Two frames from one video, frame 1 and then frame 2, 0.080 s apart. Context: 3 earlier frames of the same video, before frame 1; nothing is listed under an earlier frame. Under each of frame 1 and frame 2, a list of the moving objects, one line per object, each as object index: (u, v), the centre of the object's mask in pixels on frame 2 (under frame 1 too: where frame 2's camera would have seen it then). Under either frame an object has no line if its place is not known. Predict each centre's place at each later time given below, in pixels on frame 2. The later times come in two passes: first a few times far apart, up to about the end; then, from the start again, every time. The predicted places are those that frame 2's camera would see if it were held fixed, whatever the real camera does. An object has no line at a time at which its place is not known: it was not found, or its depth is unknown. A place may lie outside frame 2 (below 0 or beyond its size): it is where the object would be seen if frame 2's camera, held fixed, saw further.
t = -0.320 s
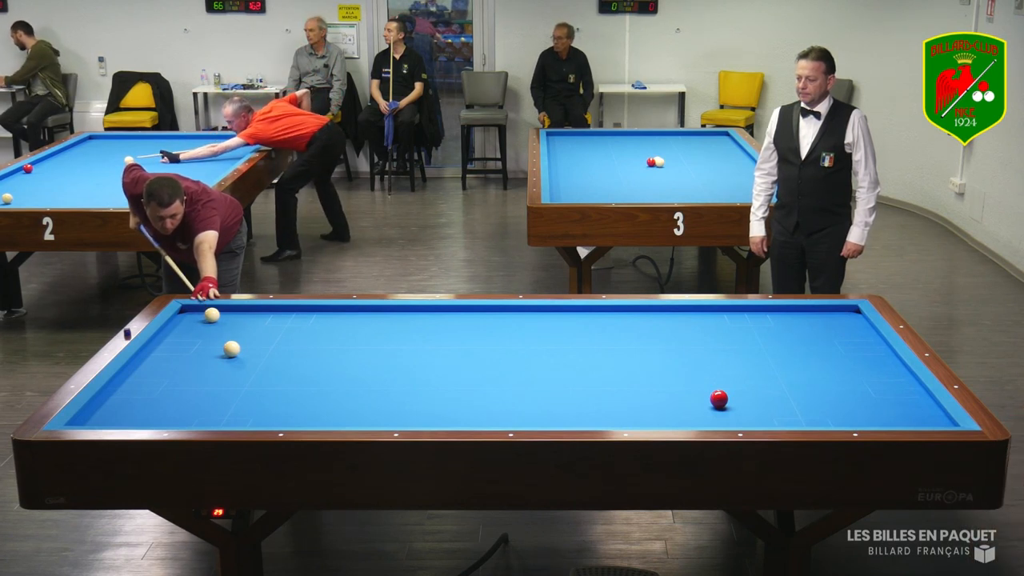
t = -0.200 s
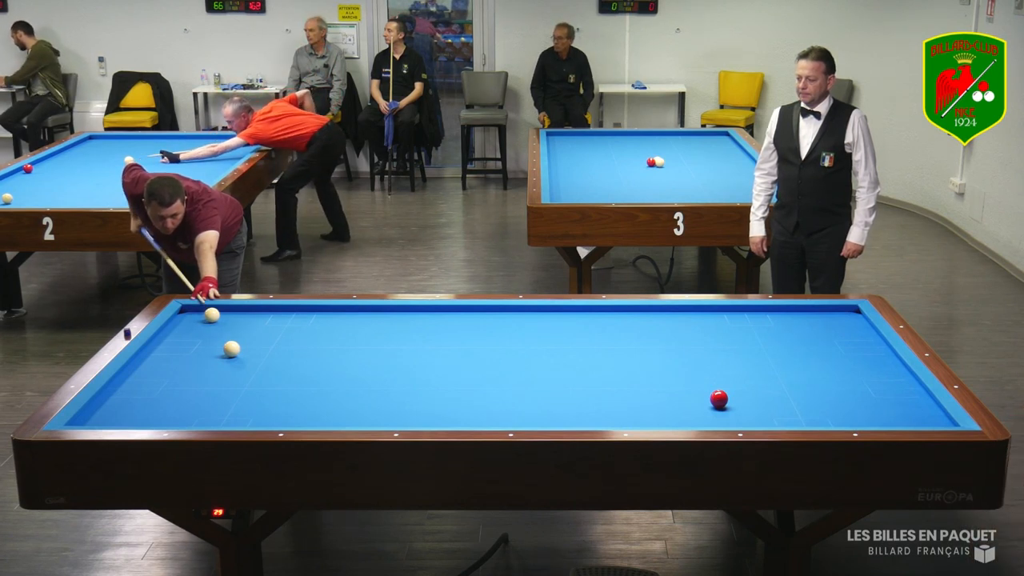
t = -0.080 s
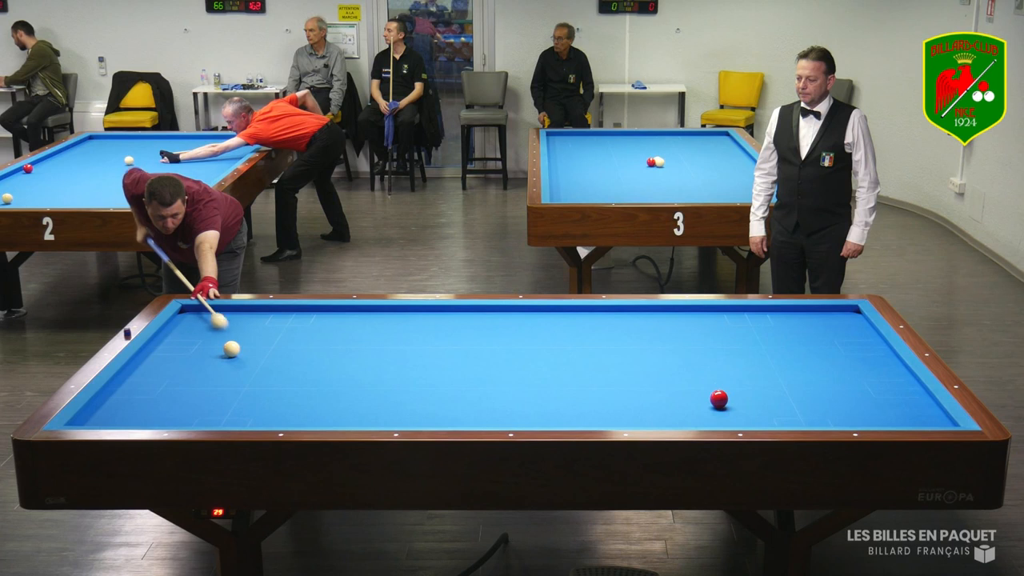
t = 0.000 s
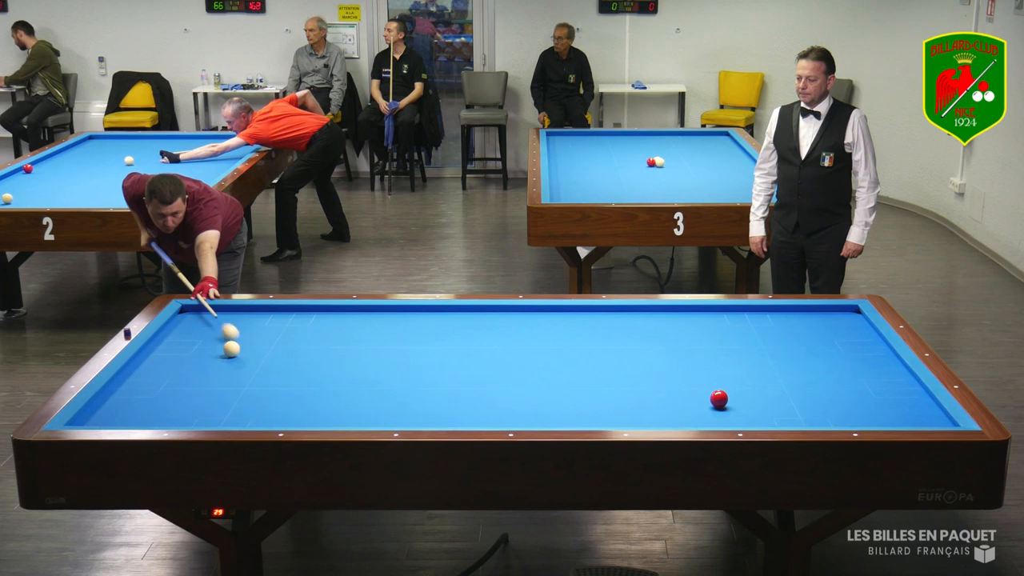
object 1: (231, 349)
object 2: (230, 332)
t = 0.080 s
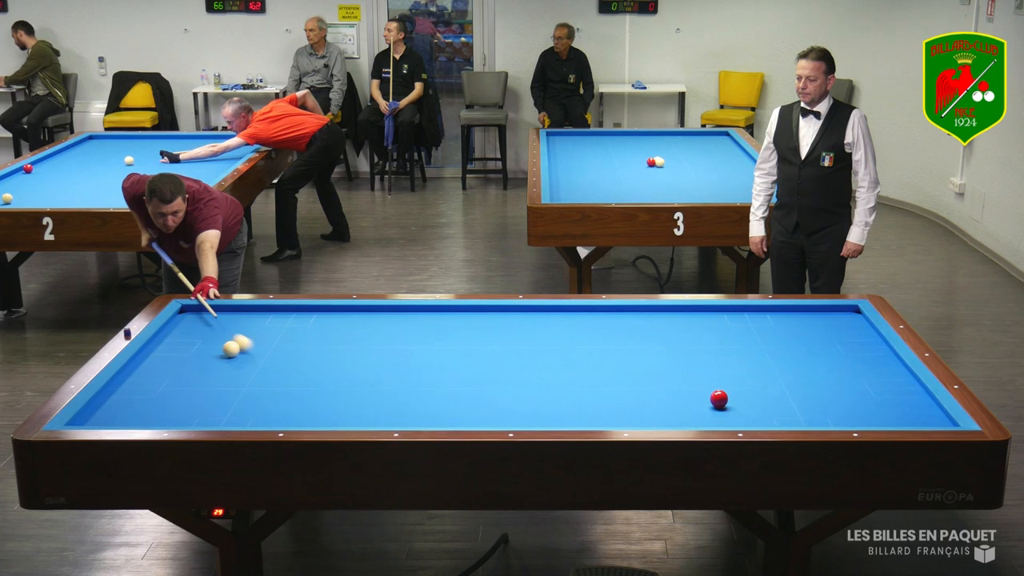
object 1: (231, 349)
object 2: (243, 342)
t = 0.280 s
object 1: (198, 363)
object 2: (305, 356)
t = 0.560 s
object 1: (157, 382)
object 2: (396, 381)
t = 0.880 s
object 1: (107, 404)
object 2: (512, 413)
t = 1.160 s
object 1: (84, 420)
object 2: (605, 409)
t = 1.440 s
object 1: (109, 415)
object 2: (685, 394)
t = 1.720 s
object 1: (133, 406)
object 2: (759, 380)
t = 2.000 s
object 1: (156, 397)
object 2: (828, 368)
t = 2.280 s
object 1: (177, 389)
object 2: (890, 357)
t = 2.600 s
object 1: (198, 381)
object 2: (829, 342)
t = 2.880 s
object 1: (216, 374)
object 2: (784, 330)
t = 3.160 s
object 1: (232, 368)
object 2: (743, 320)
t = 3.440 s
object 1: (247, 362)
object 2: (704, 310)
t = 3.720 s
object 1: (261, 357)
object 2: (672, 311)
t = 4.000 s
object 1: (274, 351)
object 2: (642, 316)
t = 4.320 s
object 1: (287, 346)
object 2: (608, 322)
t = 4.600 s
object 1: (298, 342)
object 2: (577, 328)
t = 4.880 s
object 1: (308, 338)
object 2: (547, 333)
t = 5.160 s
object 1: (318, 335)
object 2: (517, 339)
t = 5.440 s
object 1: (326, 331)
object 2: (487, 345)
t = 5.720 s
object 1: (334, 328)
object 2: (457, 349)
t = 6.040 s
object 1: (343, 325)
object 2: (423, 356)
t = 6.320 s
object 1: (349, 323)
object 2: (394, 362)
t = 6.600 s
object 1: (355, 321)
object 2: (364, 367)
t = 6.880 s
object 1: (360, 319)
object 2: (335, 373)
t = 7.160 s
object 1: (364, 317)
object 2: (306, 378)
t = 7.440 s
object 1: (368, 316)
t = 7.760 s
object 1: (371, 314)
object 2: (247, 389)
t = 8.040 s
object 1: (374, 313)
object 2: (220, 394)
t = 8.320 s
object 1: (376, 312)
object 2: (193, 399)
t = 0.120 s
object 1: (225, 351)
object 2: (254, 346)
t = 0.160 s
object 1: (218, 354)
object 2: (267, 348)
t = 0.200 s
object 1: (211, 358)
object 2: (280, 351)
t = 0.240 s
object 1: (205, 360)
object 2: (293, 354)
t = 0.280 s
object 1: (198, 363)
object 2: (305, 356)
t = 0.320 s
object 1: (193, 366)
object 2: (318, 360)
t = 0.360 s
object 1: (186, 369)
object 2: (330, 364)
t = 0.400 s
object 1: (181, 371)
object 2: (344, 367)
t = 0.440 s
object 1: (175, 373)
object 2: (356, 371)
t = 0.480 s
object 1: (169, 377)
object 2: (369, 374)
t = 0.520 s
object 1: (163, 379)
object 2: (383, 378)
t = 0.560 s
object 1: (157, 382)
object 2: (396, 381)
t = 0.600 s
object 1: (151, 385)
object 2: (410, 386)
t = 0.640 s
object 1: (145, 387)
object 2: (424, 389)
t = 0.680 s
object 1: (139, 390)
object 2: (438, 393)
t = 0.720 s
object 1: (132, 393)
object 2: (453, 397)
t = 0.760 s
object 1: (126, 396)
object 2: (467, 401)
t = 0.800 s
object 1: (119, 399)
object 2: (482, 405)
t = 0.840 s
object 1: (113, 402)
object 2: (498, 410)
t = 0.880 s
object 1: (107, 404)
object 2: (512, 413)
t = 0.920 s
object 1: (100, 408)
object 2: (528, 417)
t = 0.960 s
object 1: (94, 410)
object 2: (543, 420)
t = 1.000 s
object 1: (87, 413)
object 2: (558, 420)
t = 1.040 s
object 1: (84, 416)
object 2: (570, 416)
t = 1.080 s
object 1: (84, 418)
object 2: (582, 414)
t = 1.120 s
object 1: (84, 419)
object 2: (594, 411)
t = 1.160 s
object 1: (84, 420)
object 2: (605, 409)
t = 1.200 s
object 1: (86, 421)
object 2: (617, 407)
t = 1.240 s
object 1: (90, 420)
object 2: (628, 405)
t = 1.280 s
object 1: (94, 419)
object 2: (640, 403)
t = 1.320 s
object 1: (98, 418)
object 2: (652, 400)
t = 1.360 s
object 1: (102, 417)
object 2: (663, 398)
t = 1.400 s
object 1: (105, 416)
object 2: (674, 396)
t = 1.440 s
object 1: (109, 415)
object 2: (685, 394)
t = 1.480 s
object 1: (112, 414)
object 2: (696, 392)
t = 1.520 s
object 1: (116, 412)
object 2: (705, 390)
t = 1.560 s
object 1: (119, 411)
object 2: (717, 386)
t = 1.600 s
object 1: (123, 410)
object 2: (728, 385)
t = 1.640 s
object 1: (126, 409)
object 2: (739, 384)
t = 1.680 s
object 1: (130, 407)
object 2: (749, 382)
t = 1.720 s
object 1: (133, 406)
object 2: (759, 380)
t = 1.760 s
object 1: (137, 405)
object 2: (769, 378)
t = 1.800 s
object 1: (140, 404)
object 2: (779, 377)
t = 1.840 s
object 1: (143, 402)
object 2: (789, 375)
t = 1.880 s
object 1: (146, 401)
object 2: (799, 373)
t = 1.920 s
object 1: (149, 400)
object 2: (808, 371)
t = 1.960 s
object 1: (152, 399)
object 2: (818, 370)
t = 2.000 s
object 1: (156, 397)
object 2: (828, 368)
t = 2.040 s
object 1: (159, 396)
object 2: (837, 366)
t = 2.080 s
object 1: (161, 395)
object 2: (846, 365)
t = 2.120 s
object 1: (164, 394)
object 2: (855, 363)
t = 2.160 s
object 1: (167, 393)
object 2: (864, 361)
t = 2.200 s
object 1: (170, 392)
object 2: (873, 360)
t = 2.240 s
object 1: (174, 390)
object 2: (882, 358)
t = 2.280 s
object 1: (177, 389)
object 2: (890, 357)
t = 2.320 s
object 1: (179, 388)
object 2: (884, 355)
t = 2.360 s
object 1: (182, 387)
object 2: (874, 353)
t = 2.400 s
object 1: (185, 386)
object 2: (865, 351)
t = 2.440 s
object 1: (187, 385)
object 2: (857, 349)
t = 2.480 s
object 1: (190, 384)
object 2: (850, 347)
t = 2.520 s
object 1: (192, 383)
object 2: (843, 346)
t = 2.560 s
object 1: (195, 381)
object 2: (836, 344)
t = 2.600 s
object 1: (198, 381)
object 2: (829, 342)
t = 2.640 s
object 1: (201, 380)
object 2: (823, 340)
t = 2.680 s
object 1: (203, 379)
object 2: (816, 339)
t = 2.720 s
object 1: (205, 378)
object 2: (809, 337)
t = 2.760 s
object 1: (208, 377)
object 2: (803, 335)
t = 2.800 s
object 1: (211, 376)
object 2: (797, 334)
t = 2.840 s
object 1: (213, 375)
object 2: (791, 332)
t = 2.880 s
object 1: (216, 374)
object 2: (784, 330)
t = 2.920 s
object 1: (218, 373)
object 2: (778, 329)
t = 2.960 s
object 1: (220, 372)
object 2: (772, 327)
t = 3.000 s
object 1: (223, 372)
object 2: (766, 326)
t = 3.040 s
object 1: (225, 371)
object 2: (760, 324)
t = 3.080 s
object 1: (227, 370)
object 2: (754, 323)
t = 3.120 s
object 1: (230, 368)
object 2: (748, 322)
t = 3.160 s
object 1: (232, 368)
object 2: (743, 320)
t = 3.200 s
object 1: (234, 367)
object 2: (737, 318)
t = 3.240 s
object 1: (236, 366)
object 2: (731, 317)
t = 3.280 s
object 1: (238, 366)
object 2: (726, 315)
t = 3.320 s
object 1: (241, 365)
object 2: (720, 314)
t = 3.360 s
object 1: (243, 364)
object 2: (715, 313)
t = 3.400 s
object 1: (245, 363)
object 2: (709, 312)
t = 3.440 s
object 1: (247, 362)
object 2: (704, 310)
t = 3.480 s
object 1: (249, 362)
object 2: (699, 308)
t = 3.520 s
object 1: (251, 361)
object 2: (693, 308)
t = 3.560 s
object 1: (253, 360)
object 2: (689, 308)
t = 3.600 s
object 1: (255, 359)
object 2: (685, 309)
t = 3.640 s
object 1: (257, 358)
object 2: (681, 309)
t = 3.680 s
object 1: (259, 357)
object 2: (676, 310)
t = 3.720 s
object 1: (261, 357)
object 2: (672, 311)
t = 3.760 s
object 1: (263, 356)
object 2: (668, 312)
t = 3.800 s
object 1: (265, 355)
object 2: (663, 312)
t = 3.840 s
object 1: (266, 355)
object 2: (659, 314)
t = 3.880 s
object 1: (268, 354)
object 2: (654, 314)
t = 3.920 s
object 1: (270, 353)
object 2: (650, 315)
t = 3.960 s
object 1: (272, 352)
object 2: (646, 316)
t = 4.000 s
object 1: (274, 351)
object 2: (642, 316)
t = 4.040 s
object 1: (276, 351)
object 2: (638, 317)
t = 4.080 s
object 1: (277, 350)
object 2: (633, 318)
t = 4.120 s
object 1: (279, 350)
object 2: (629, 318)
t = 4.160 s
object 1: (281, 349)
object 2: (625, 319)
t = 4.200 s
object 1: (282, 349)
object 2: (620, 320)
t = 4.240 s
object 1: (284, 348)
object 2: (616, 321)
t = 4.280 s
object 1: (286, 347)
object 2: (612, 322)
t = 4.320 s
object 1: (287, 346)
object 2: (608, 322)
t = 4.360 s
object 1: (289, 346)
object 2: (603, 323)
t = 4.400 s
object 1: (291, 345)
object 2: (599, 324)
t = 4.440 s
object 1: (292, 345)
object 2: (595, 325)
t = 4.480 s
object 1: (294, 344)
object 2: (591, 325)
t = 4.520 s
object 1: (295, 343)
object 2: (586, 326)
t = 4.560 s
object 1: (297, 342)
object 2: (582, 327)
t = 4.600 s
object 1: (298, 342)
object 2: (577, 328)
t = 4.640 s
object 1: (300, 342)
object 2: (573, 329)
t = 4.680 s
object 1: (301, 341)
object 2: (569, 329)
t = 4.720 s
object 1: (303, 340)
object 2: (564, 330)
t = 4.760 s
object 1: (304, 340)
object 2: (560, 331)
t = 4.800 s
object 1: (305, 340)
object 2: (556, 332)
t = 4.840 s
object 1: (307, 339)
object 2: (552, 332)
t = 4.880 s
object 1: (308, 338)
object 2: (547, 333)
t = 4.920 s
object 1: (310, 338)
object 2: (543, 334)
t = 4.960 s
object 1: (311, 337)
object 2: (539, 335)
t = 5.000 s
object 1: (312, 337)
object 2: (534, 336)
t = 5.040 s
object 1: (314, 336)
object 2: (530, 337)
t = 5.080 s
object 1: (315, 336)
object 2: (526, 337)
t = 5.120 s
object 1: (317, 335)
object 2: (521, 338)
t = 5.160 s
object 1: (318, 335)
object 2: (517, 339)
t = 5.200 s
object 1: (319, 334)
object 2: (513, 340)
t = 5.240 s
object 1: (320, 334)
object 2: (508, 341)
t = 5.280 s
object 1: (321, 333)
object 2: (504, 341)
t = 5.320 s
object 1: (323, 333)
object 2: (500, 342)
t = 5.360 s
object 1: (324, 332)
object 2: (496, 343)
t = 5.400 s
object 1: (325, 332)
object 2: (491, 344)
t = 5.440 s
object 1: (326, 331)
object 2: (487, 345)
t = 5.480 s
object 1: (328, 331)
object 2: (483, 345)
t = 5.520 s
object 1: (329, 330)
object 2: (479, 346)
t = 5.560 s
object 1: (330, 330)
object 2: (474, 347)
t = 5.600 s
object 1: (331, 330)
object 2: (470, 348)
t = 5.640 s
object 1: (333, 329)
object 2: (466, 348)
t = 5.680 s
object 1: (334, 329)
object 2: (461, 349)
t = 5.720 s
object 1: (334, 328)
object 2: (457, 349)
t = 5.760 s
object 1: (336, 328)
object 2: (453, 351)
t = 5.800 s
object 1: (337, 328)
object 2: (449, 351)
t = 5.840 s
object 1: (338, 327)
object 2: (444, 352)
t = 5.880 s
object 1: (339, 327)
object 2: (440, 353)
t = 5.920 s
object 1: (340, 326)
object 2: (436, 354)
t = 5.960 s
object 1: (341, 326)
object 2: (431, 354)
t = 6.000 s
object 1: (342, 326)
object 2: (427, 355)
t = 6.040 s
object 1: (343, 325)
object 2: (423, 356)
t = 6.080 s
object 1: (344, 325)
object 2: (419, 357)
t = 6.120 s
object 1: (345, 324)
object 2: (415, 358)
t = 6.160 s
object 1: (346, 324)
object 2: (411, 358)
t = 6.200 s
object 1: (347, 324)
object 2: (406, 359)
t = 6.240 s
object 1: (348, 323)
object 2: (402, 360)
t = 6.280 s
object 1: (348, 323)
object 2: (398, 361)
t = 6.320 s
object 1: (349, 323)
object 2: (394, 362)
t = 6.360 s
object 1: (350, 323)
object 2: (389, 363)
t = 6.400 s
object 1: (351, 323)
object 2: (385, 363)
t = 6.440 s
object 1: (352, 322)
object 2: (381, 364)
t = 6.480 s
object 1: (352, 322)
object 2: (377, 365)
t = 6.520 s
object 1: (353, 322)
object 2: (373, 365)
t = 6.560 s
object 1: (354, 321)
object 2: (368, 366)
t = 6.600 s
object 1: (355, 321)
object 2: (364, 367)
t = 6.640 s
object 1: (356, 321)
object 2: (360, 368)
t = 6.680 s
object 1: (356, 320)
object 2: (356, 369)
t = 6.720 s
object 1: (357, 320)
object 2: (352, 370)
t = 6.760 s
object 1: (358, 320)
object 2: (348, 370)
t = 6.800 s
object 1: (358, 320)
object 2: (343, 371)
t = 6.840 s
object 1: (359, 319)
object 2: (339, 372)
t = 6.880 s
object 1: (360, 319)
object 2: (335, 373)
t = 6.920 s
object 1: (360, 319)
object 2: (331, 373)
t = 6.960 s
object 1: (361, 318)
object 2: (327, 374)
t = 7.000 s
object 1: (361, 318)
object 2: (323, 374)
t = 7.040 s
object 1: (362, 318)
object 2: (319, 375)
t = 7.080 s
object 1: (363, 318)
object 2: (315, 376)
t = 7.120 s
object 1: (363, 318)
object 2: (311, 377)
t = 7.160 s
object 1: (364, 317)
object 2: (306, 378)
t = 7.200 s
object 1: (365, 317)
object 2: (302, 379)
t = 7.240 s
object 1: (365, 317)
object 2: (299, 379)
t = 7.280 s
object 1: (366, 317)
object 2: (294, 380)
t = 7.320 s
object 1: (366, 316)
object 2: (291, 381)
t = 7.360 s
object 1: (367, 316)
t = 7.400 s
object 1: (368, 316)
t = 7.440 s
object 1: (368, 316)
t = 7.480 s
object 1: (369, 316)
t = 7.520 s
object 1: (369, 315)
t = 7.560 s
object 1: (369, 315)
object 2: (262, 384)
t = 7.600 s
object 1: (370, 315)
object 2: (263, 386)
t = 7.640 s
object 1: (370, 315)
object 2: (259, 387)
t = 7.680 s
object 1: (371, 315)
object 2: (255, 388)
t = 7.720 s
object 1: (371, 315)
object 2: (251, 388)
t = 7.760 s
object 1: (371, 314)
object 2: (247, 389)
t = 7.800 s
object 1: (372, 314)
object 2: (243, 389)
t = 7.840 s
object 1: (372, 314)
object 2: (239, 390)
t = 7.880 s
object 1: (373, 314)
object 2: (235, 391)
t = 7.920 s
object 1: (373, 313)
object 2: (231, 392)
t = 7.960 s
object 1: (373, 313)
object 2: (228, 392)
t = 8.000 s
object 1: (374, 313)
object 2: (224, 393)
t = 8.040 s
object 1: (374, 313)
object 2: (220, 394)
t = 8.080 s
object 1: (374, 313)
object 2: (216, 395)
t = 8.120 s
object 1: (374, 313)
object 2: (212, 396)
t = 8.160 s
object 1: (374, 313)
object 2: (209, 396)
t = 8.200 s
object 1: (375, 313)
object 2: (205, 397)
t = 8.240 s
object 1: (375, 312)
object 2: (201, 397)
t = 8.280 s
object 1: (375, 312)
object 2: (197, 398)
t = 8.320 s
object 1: (376, 312)
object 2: (193, 399)
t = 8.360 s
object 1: (376, 312)
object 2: (190, 400)
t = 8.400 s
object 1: (376, 312)
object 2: (186, 400)
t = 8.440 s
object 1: (376, 312)
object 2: (182, 401)
